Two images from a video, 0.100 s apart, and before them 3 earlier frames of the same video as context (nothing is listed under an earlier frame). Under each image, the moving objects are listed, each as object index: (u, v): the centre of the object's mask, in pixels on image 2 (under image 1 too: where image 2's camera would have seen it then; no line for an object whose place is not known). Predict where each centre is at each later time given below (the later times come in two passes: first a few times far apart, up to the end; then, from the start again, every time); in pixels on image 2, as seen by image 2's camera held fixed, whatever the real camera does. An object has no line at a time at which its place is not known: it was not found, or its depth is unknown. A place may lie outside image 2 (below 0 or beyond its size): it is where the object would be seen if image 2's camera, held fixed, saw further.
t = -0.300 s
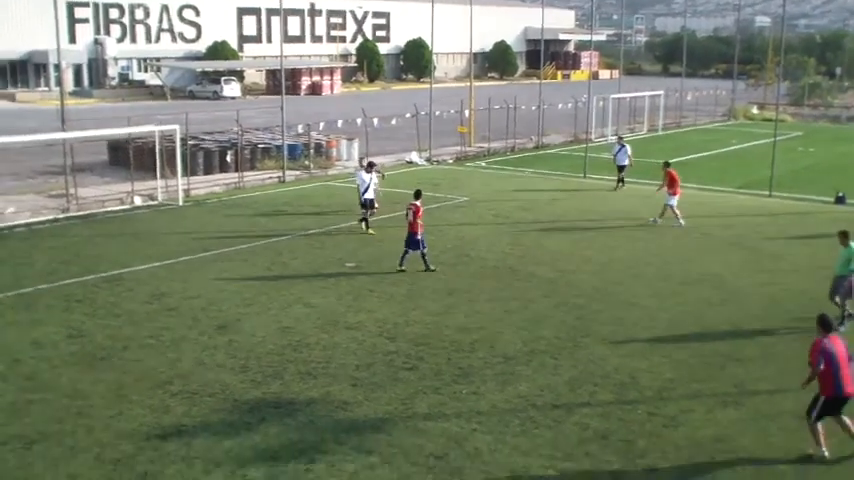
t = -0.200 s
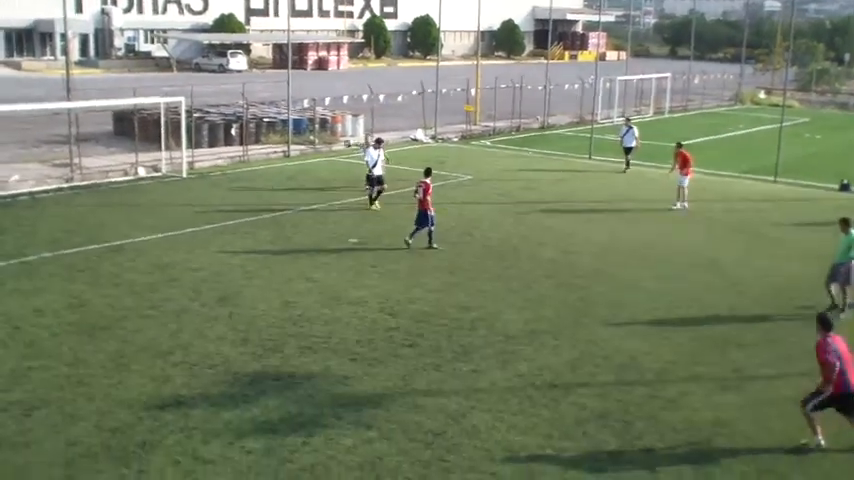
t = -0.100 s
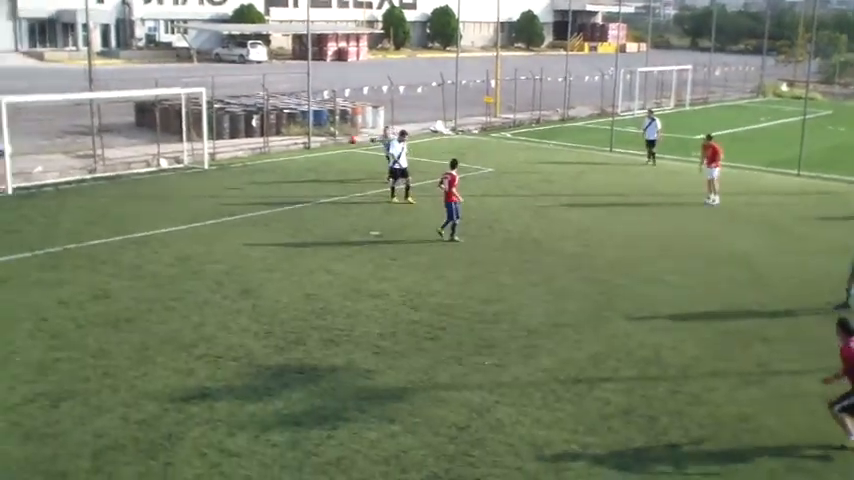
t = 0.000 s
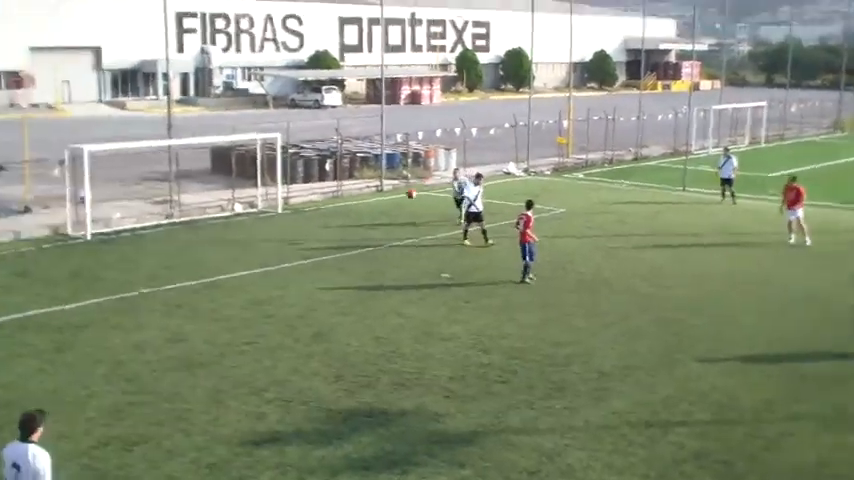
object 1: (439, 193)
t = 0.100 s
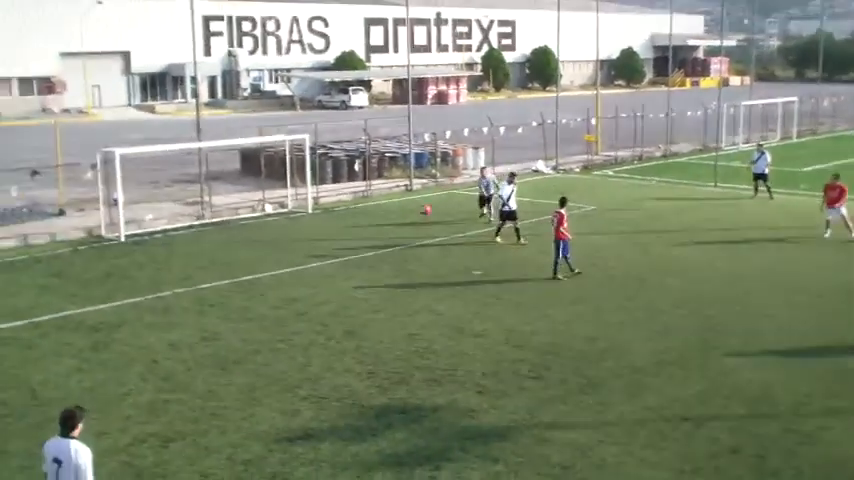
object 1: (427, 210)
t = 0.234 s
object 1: (400, 242)
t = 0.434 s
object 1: (356, 287)
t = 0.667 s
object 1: (307, 292)
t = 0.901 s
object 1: (246, 338)
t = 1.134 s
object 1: (176, 388)
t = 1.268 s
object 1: (133, 406)
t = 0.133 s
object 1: (419, 217)
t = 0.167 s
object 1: (413, 224)
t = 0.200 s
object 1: (406, 233)
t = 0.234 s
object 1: (400, 242)
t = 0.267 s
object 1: (394, 252)
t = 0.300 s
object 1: (385, 263)
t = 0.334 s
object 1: (376, 277)
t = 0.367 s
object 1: (368, 289)
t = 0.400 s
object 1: (362, 288)
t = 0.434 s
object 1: (356, 287)
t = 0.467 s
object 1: (349, 285)
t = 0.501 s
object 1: (343, 284)
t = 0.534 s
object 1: (336, 284)
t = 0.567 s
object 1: (329, 285)
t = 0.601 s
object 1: (322, 287)
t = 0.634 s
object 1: (315, 289)
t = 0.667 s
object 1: (307, 292)
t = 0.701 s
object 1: (299, 296)
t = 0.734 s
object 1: (291, 300)
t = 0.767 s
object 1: (282, 306)
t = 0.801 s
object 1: (273, 312)
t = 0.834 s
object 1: (264, 320)
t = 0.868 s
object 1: (256, 329)
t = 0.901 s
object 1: (246, 338)
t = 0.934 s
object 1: (236, 349)
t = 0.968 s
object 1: (225, 361)
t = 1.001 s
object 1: (215, 374)
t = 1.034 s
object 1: (205, 386)
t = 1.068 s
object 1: (196, 385)
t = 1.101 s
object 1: (186, 387)
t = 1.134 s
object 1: (176, 388)
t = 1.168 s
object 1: (166, 391)
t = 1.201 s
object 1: (156, 395)
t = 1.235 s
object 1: (145, 399)
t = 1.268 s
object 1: (133, 406)
